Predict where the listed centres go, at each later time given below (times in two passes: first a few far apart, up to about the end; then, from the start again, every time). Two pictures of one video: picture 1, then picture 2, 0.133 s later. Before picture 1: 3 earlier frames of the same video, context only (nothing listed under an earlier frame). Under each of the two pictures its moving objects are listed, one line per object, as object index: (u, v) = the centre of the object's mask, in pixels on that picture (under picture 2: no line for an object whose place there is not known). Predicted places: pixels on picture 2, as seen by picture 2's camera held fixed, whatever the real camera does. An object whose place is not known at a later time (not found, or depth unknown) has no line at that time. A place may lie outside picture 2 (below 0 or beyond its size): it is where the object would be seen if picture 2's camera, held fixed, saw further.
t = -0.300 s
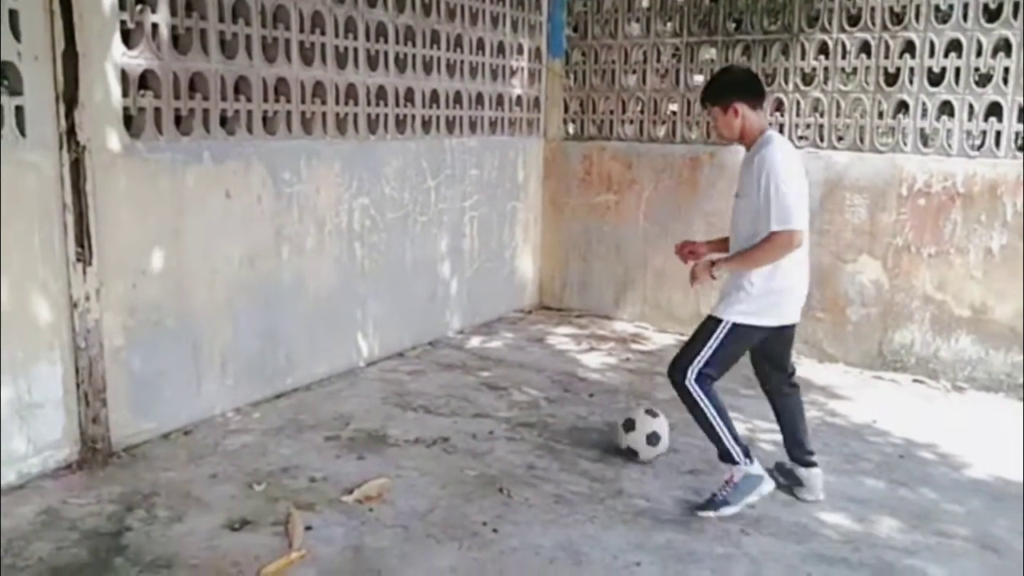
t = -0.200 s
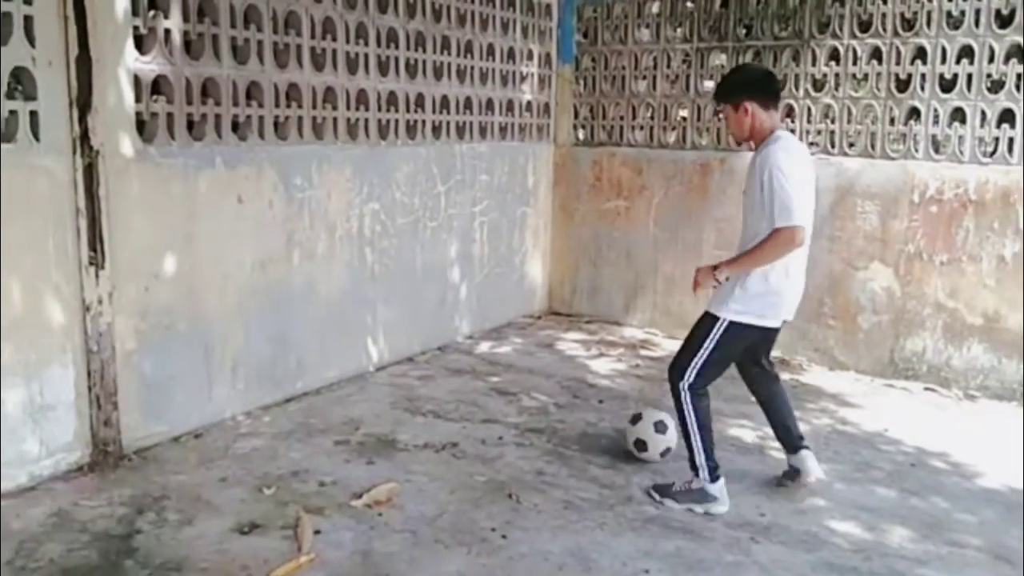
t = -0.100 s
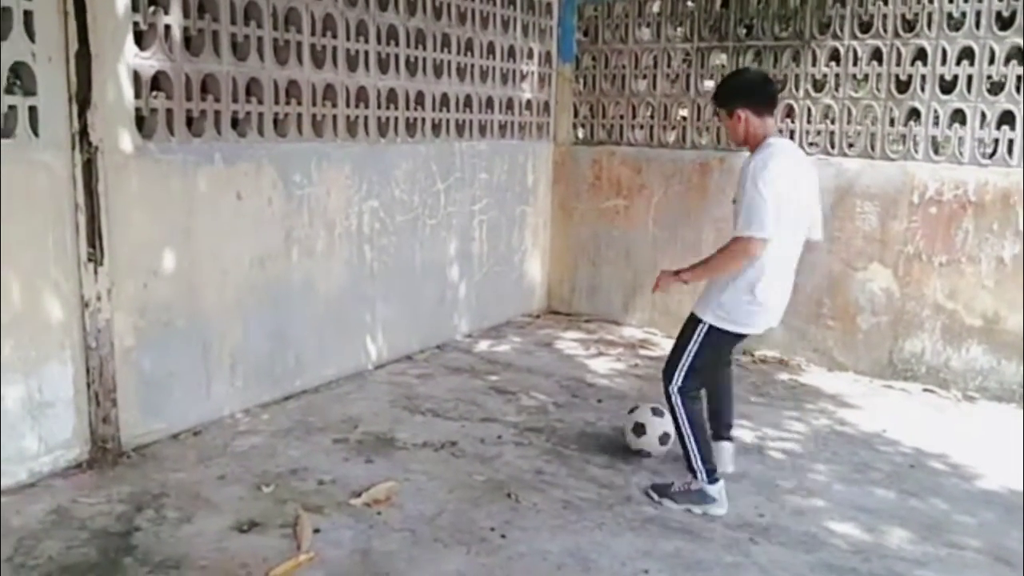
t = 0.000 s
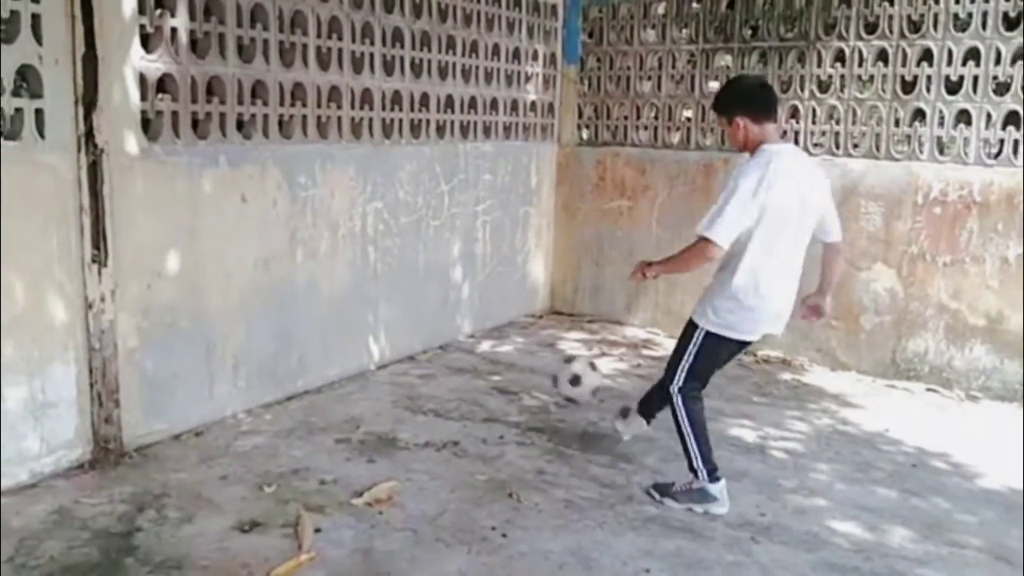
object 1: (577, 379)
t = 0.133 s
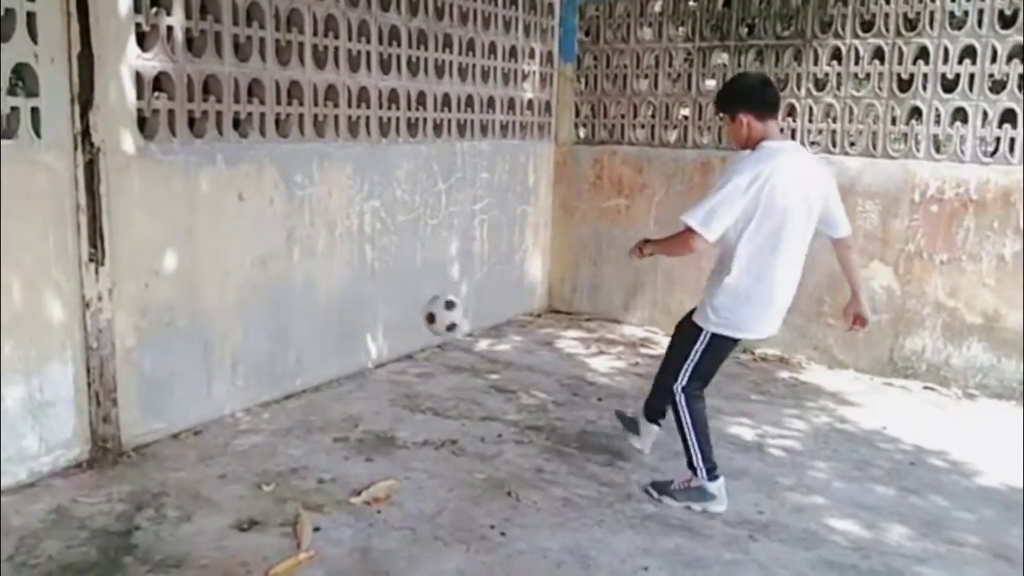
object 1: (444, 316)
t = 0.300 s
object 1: (414, 316)
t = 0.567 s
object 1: (545, 367)
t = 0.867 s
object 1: (674, 419)
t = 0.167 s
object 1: (416, 306)
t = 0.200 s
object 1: (388, 300)
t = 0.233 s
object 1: (377, 300)
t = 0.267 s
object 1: (396, 306)
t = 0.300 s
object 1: (414, 316)
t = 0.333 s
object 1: (433, 328)
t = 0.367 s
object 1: (452, 341)
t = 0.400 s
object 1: (472, 359)
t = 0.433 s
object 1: (491, 379)
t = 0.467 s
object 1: (507, 382)
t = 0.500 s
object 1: (518, 374)
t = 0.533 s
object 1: (532, 370)
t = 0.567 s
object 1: (545, 367)
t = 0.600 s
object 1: (560, 366)
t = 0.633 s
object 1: (571, 366)
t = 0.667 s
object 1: (585, 371)
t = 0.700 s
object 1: (600, 376)
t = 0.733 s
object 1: (615, 386)
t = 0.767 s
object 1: (627, 399)
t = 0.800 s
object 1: (643, 413)
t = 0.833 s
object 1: (657, 424)
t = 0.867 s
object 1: (674, 419)
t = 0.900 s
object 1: (688, 418)
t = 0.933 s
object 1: (704, 418)
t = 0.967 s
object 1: (721, 422)
